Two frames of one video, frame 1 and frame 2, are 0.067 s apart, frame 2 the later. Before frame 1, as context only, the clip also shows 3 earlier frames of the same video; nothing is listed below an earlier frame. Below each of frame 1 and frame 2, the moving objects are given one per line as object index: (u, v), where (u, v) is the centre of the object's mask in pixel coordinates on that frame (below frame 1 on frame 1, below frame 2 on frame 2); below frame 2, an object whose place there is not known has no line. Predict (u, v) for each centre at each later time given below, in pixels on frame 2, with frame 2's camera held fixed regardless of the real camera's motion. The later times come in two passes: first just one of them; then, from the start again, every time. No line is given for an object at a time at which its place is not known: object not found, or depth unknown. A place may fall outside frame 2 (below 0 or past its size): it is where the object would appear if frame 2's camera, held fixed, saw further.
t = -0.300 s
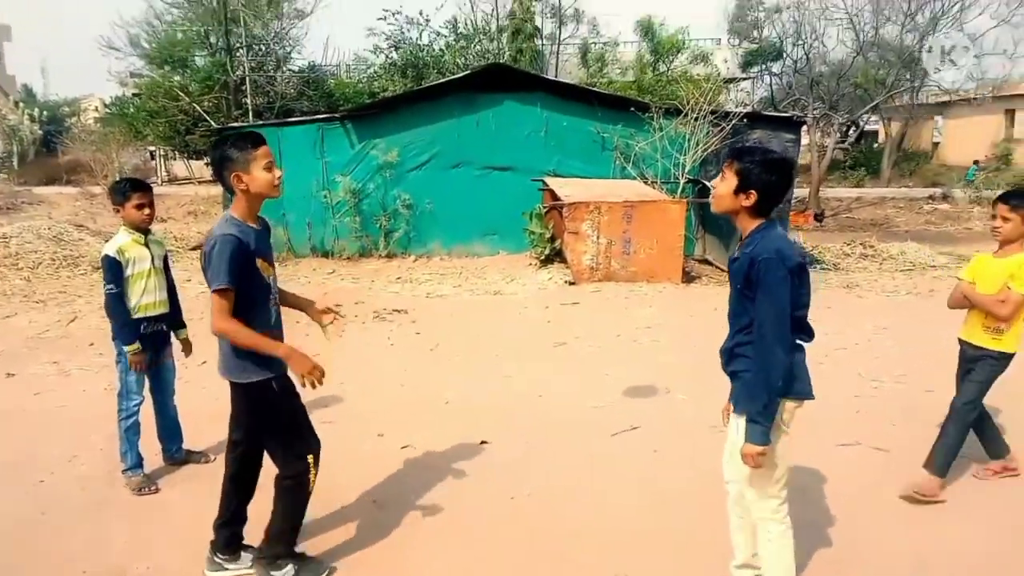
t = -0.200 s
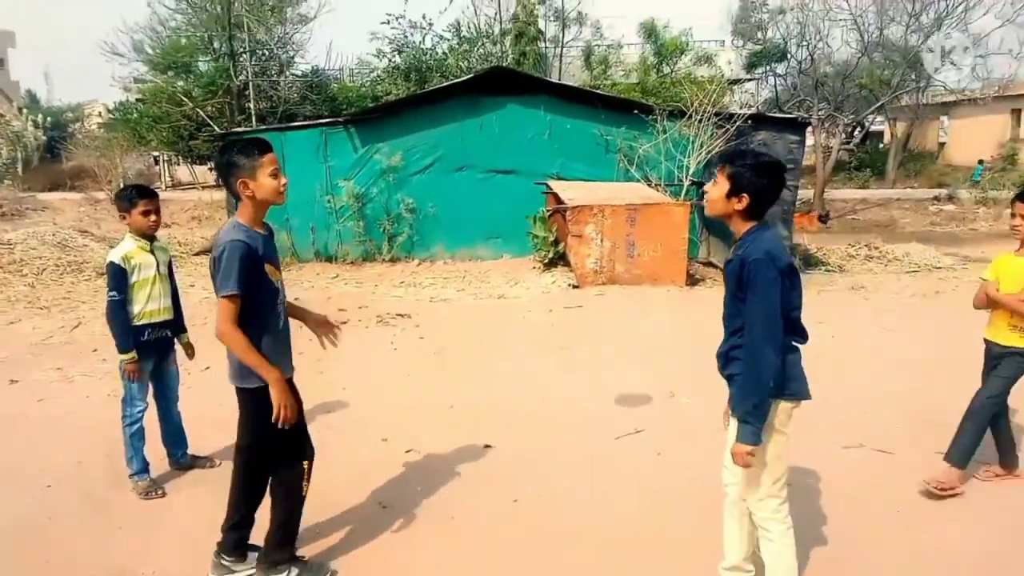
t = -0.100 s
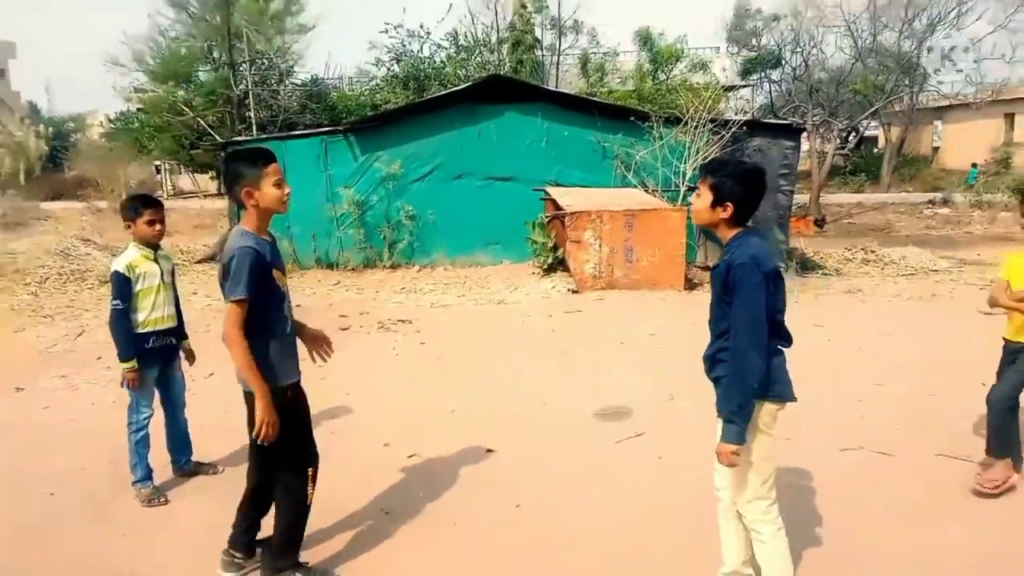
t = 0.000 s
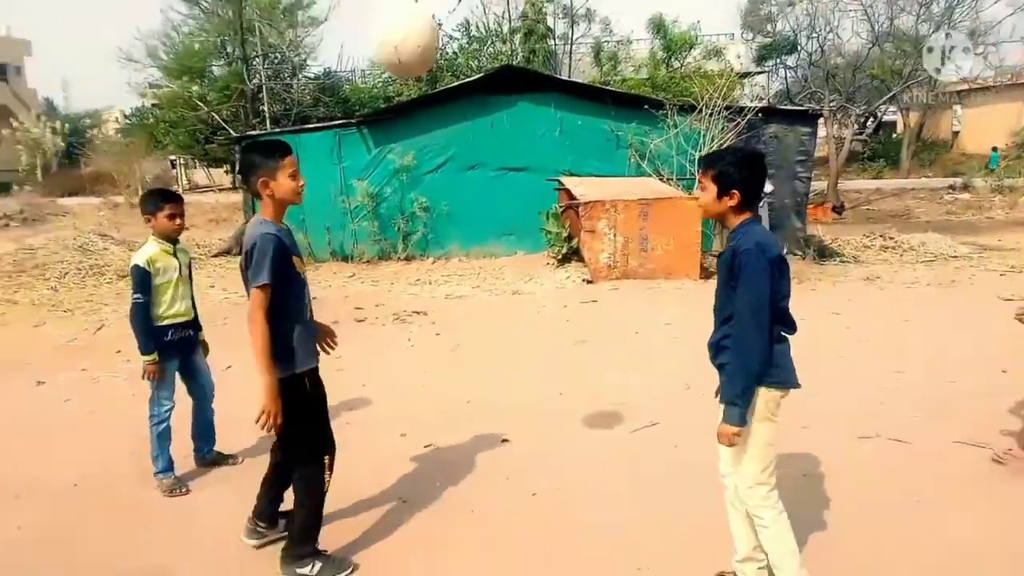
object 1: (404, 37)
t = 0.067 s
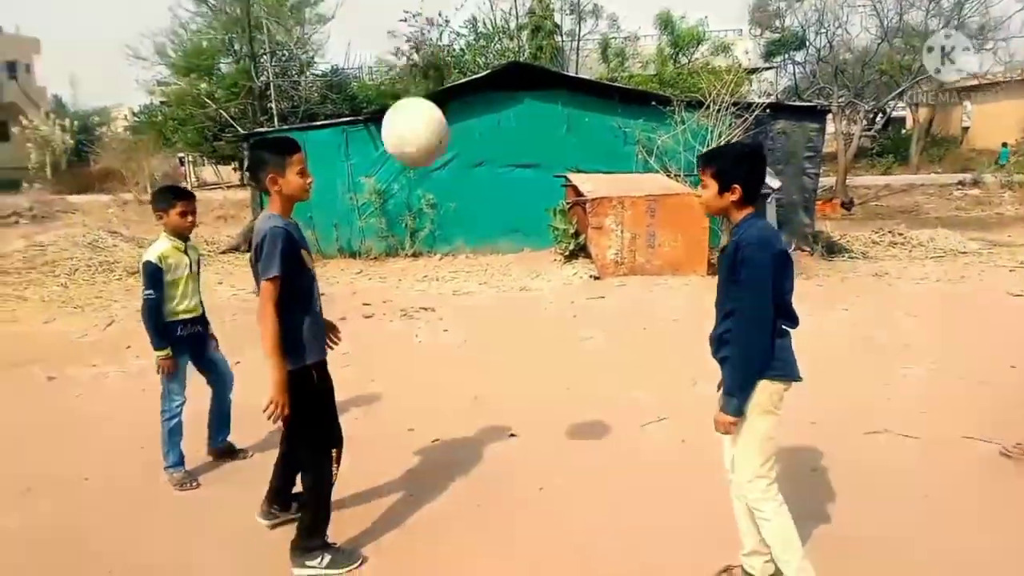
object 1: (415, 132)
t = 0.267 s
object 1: (425, 460)
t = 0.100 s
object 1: (416, 184)
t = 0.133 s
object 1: (417, 236)
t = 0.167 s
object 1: (419, 289)
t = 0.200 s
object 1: (421, 345)
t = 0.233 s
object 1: (424, 401)
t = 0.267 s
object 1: (425, 460)
